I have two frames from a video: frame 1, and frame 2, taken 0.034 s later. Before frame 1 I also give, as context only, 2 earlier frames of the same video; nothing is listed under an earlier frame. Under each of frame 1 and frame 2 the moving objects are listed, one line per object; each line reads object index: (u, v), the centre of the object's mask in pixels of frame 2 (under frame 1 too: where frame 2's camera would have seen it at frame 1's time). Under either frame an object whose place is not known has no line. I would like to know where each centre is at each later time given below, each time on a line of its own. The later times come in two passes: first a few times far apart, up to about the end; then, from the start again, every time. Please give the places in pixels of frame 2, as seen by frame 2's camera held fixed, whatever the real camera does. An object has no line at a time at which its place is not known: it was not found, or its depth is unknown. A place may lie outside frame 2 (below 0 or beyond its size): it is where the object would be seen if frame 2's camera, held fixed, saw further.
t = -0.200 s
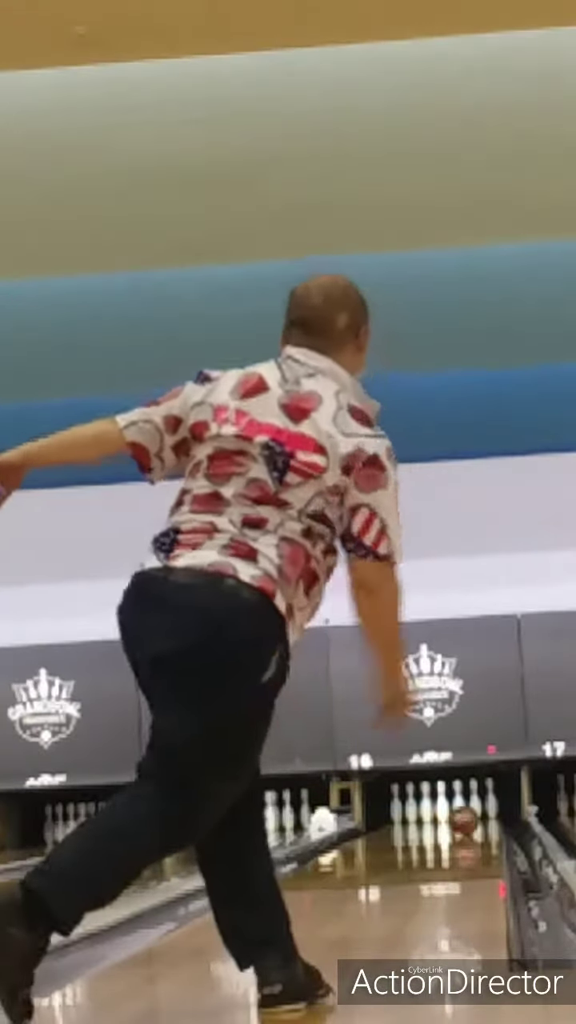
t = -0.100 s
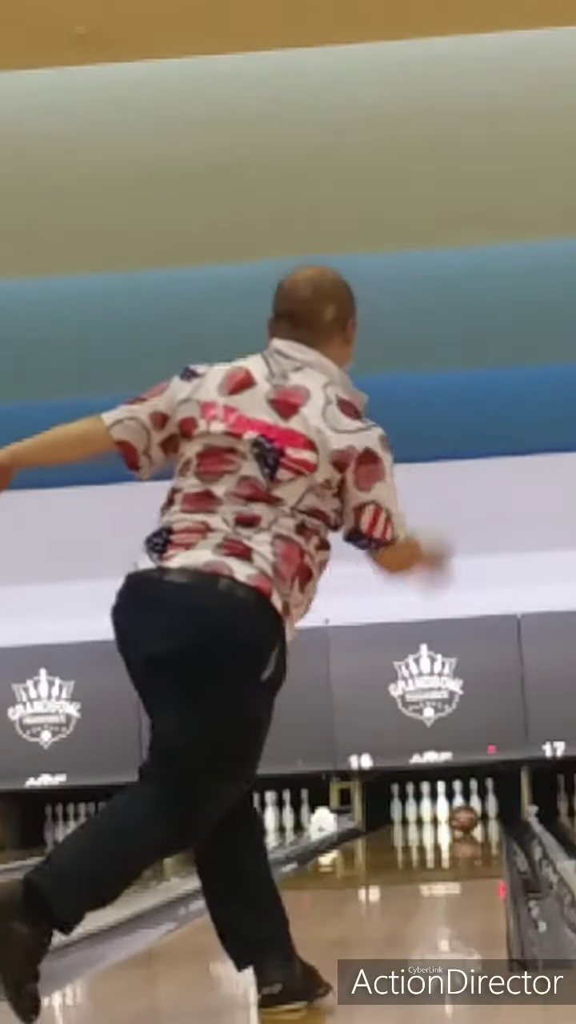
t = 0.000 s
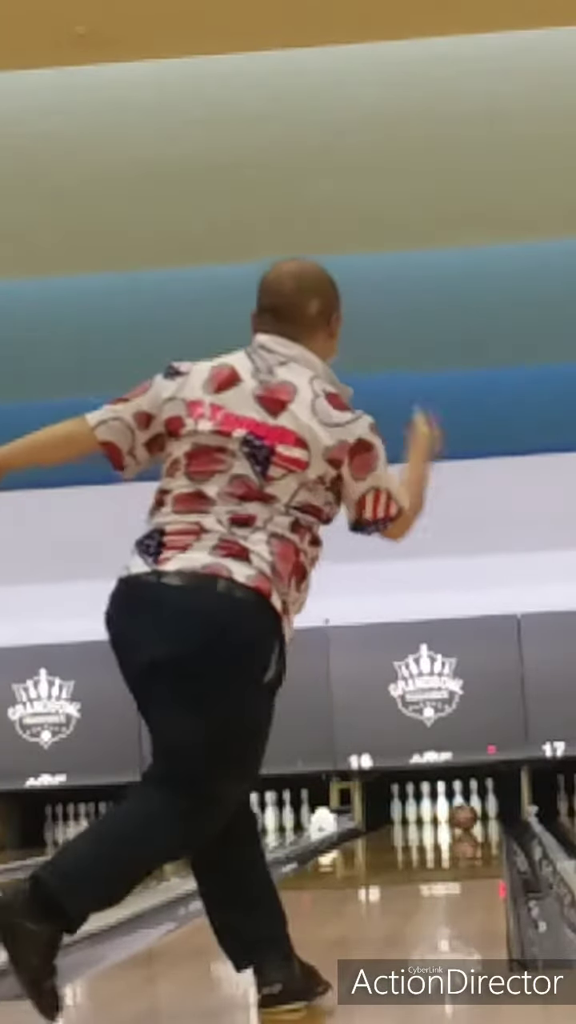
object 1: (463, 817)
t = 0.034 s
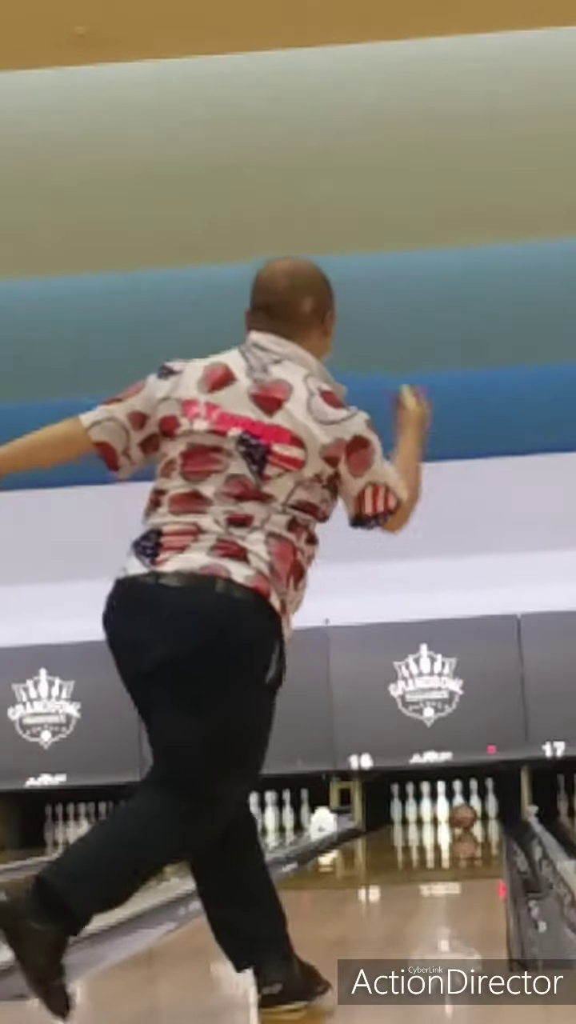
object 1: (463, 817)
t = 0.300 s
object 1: (461, 814)
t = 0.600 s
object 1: (451, 811)
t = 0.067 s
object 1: (463, 816)
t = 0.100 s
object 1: (463, 816)
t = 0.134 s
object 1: (463, 816)
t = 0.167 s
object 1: (462, 816)
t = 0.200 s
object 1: (462, 816)
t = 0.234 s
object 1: (462, 815)
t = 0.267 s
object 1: (461, 815)
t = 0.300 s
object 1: (461, 814)
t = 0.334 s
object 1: (459, 814)
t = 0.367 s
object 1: (459, 814)
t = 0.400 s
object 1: (458, 815)
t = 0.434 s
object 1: (458, 814)
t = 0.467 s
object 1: (458, 814)
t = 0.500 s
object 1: (458, 814)
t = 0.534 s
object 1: (456, 812)
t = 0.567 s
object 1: (452, 812)
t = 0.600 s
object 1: (451, 811)
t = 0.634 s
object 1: (450, 811)
